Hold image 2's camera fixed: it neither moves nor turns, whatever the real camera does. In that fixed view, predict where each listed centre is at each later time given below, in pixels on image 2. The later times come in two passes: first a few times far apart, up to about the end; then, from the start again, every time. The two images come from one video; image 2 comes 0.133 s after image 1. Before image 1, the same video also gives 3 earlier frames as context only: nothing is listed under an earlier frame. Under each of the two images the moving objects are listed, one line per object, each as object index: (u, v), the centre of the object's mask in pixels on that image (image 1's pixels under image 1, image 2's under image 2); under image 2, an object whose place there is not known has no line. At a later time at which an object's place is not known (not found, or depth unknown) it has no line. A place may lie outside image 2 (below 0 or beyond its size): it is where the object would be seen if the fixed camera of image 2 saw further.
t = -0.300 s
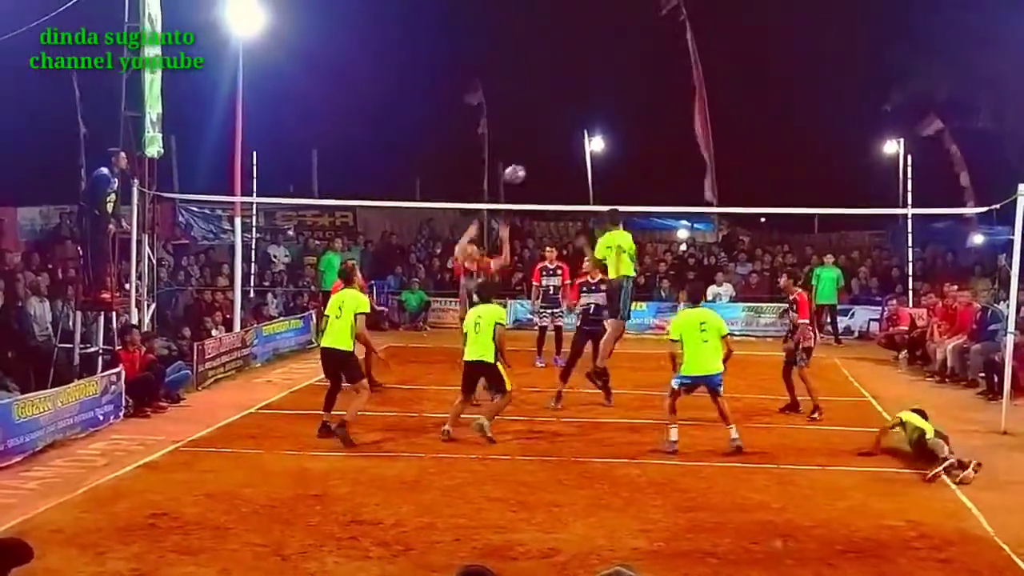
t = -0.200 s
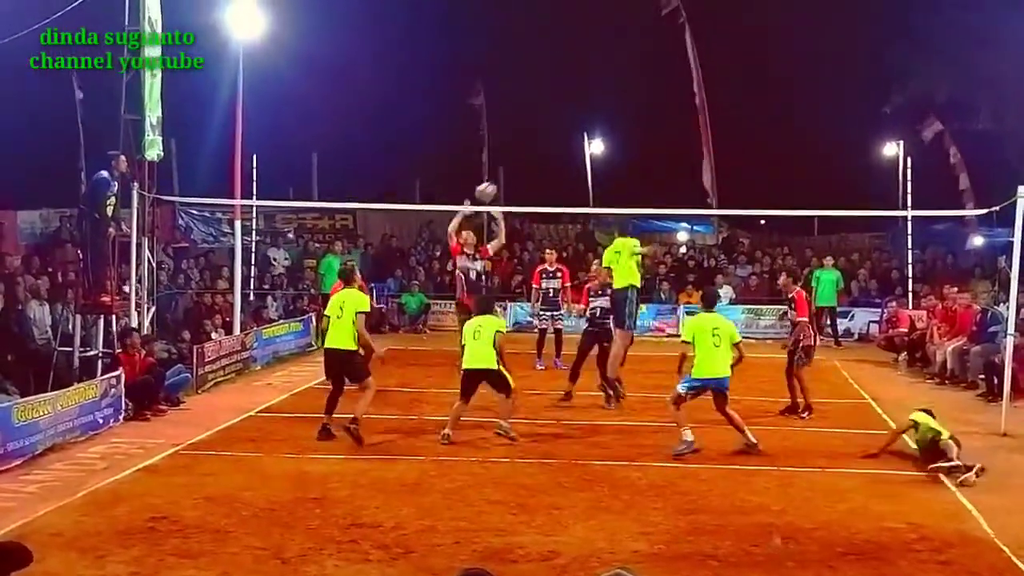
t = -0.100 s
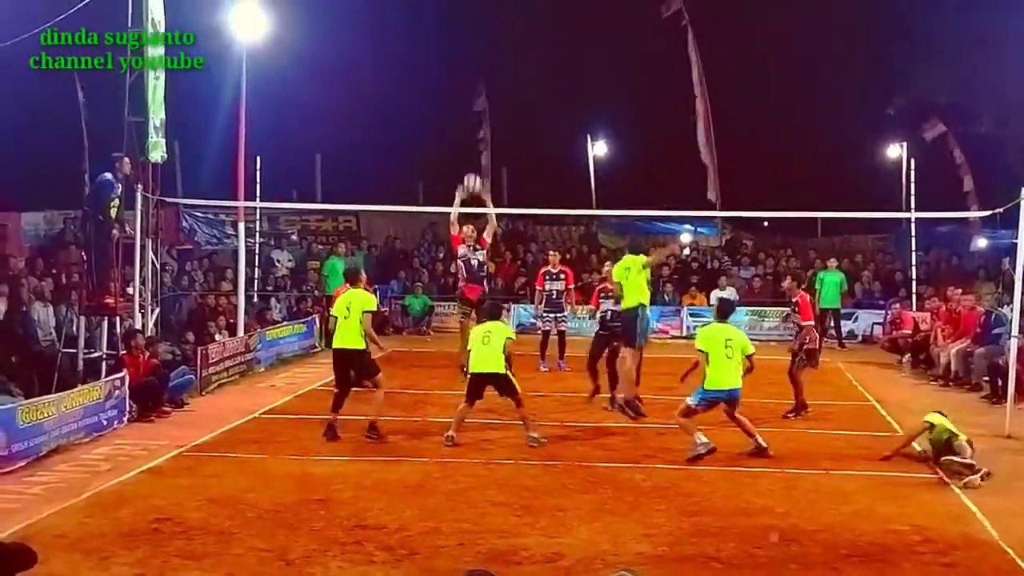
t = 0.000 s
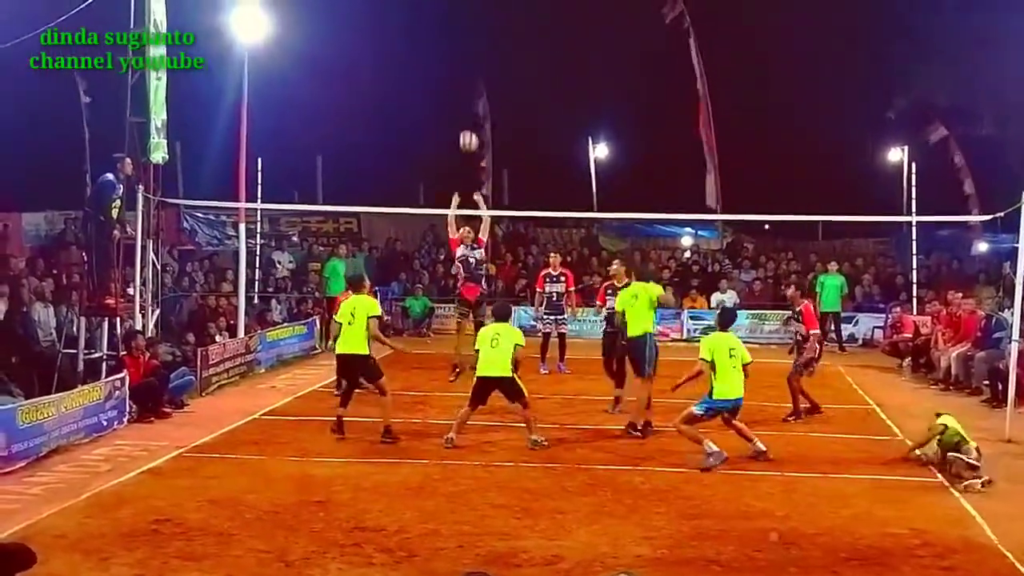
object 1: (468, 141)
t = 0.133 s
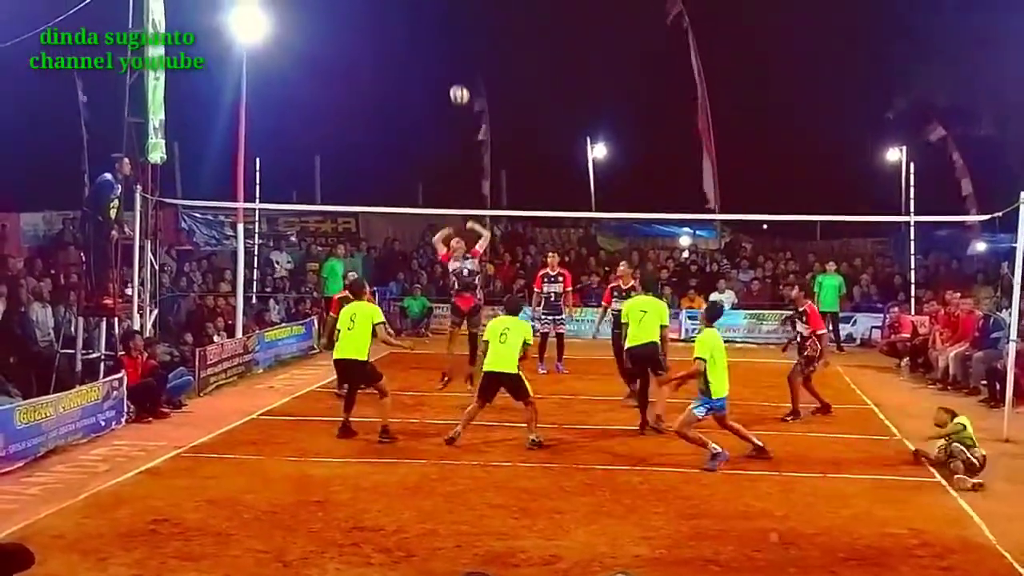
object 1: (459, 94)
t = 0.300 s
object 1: (450, 58)
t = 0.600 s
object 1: (433, 50)
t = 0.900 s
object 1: (414, 115)
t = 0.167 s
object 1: (457, 85)
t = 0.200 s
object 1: (455, 77)
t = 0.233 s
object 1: (454, 70)
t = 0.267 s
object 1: (452, 64)
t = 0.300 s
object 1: (450, 58)
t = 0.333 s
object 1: (448, 54)
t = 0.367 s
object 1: (446, 50)
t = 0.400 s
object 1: (444, 47)
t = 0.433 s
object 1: (442, 45)
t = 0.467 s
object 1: (440, 44)
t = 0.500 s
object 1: (438, 44)
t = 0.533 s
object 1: (437, 45)
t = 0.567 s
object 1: (435, 47)
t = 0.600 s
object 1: (433, 50)
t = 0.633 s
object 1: (430, 54)
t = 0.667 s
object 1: (428, 58)
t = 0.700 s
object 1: (427, 64)
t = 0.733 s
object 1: (424, 70)
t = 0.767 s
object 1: (422, 77)
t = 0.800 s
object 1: (420, 86)
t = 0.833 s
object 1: (419, 95)
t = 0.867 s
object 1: (417, 104)
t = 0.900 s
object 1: (414, 115)
